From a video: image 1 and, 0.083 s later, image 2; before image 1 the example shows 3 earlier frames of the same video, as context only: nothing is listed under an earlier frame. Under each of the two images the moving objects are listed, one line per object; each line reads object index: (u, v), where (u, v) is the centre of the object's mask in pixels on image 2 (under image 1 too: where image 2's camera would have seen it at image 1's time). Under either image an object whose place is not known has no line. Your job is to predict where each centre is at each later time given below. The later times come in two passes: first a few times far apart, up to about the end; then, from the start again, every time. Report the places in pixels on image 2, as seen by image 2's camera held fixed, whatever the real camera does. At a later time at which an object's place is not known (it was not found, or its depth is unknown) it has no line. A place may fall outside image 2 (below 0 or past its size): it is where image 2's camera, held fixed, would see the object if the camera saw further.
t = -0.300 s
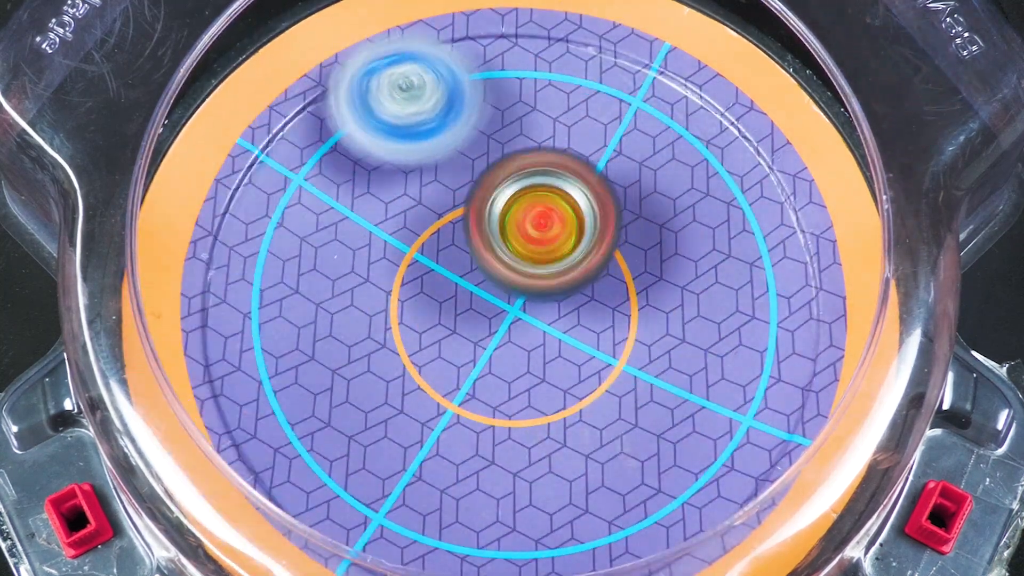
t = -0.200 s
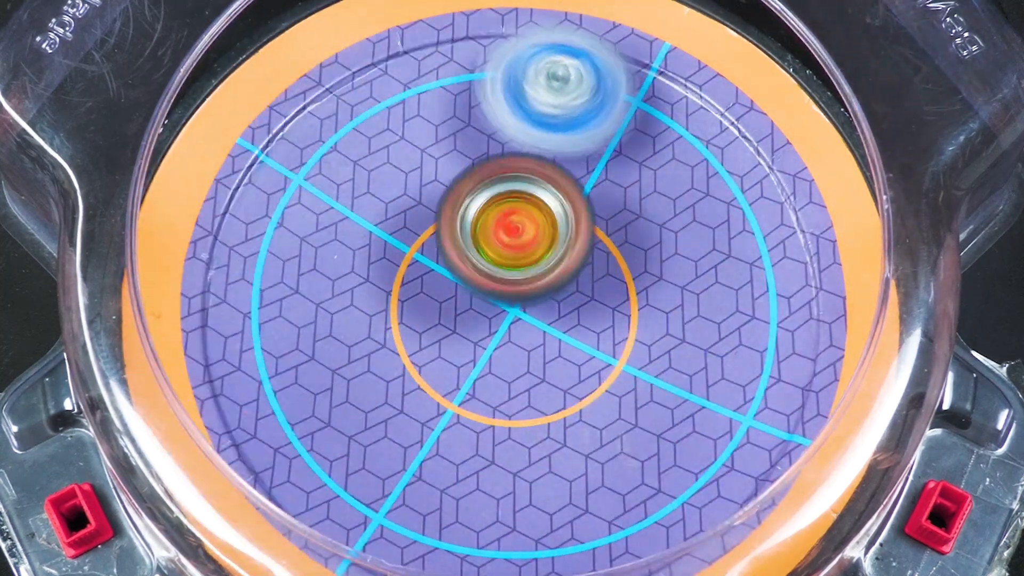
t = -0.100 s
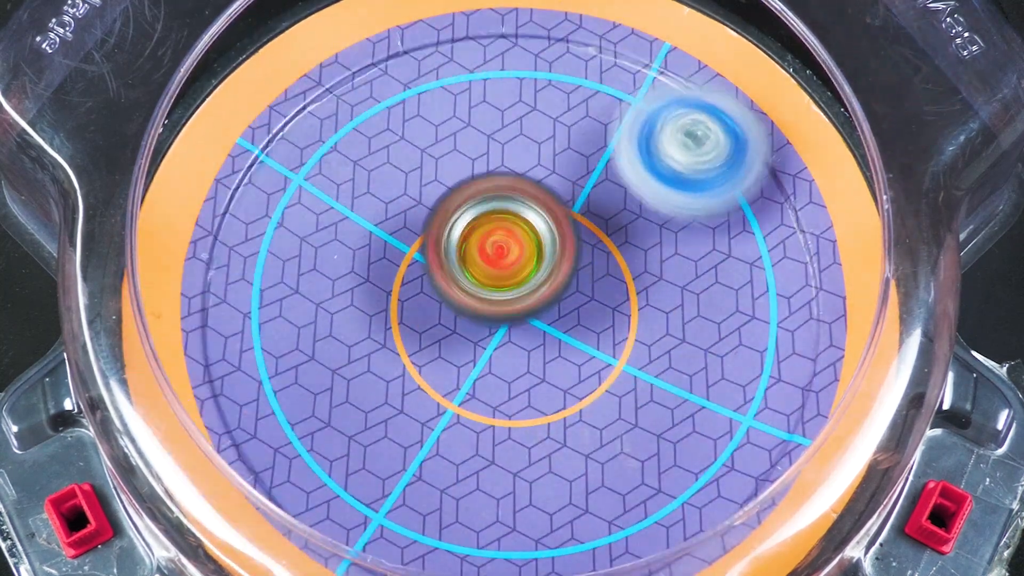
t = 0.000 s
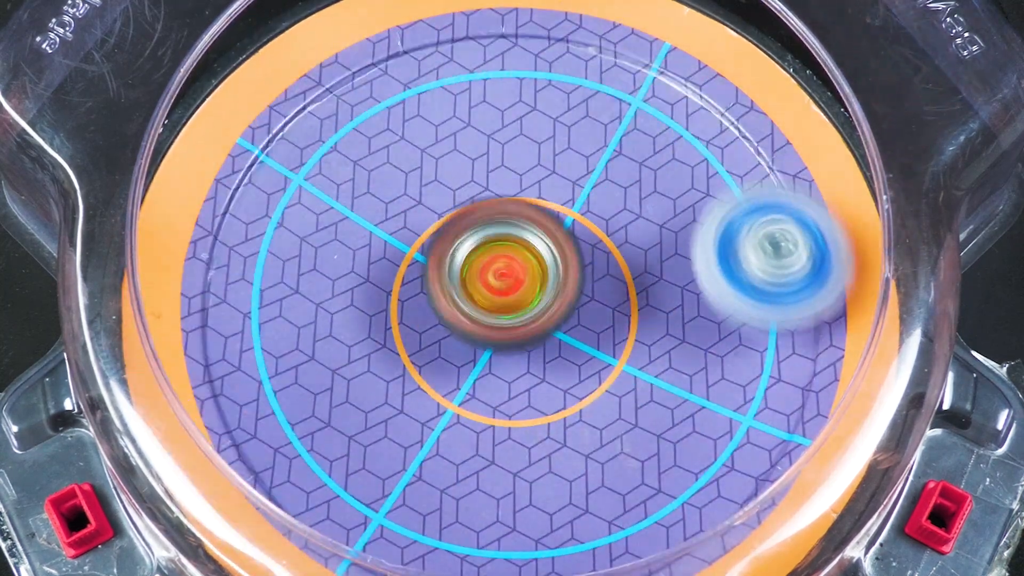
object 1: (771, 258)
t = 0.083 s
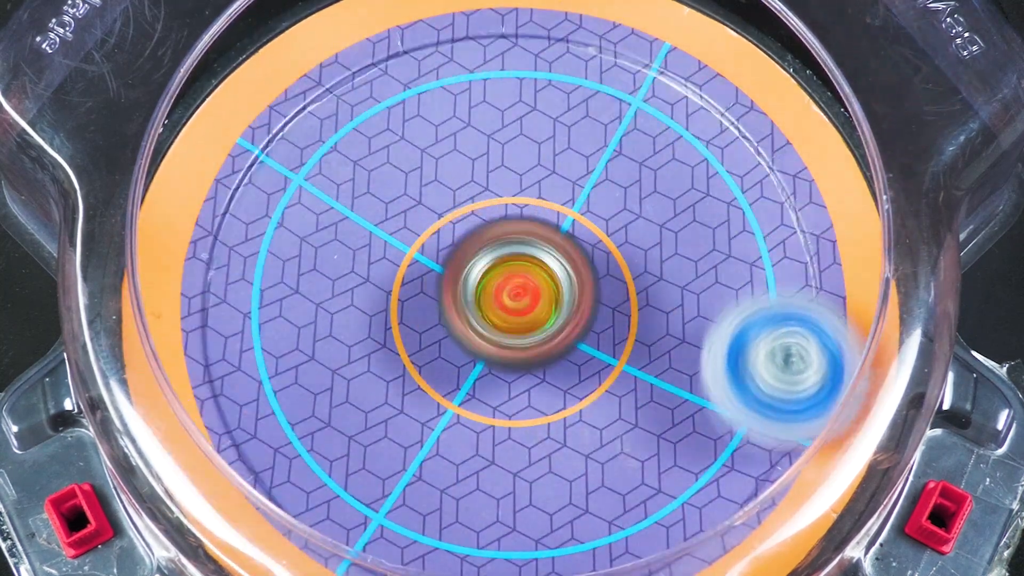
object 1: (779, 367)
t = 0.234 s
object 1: (642, 520)
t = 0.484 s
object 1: (318, 402)
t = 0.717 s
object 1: (408, 134)
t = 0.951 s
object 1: (682, 121)
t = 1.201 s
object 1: (738, 393)
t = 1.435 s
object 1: (439, 447)
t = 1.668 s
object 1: (288, 258)
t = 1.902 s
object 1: (259, 120)
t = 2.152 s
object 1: (402, 153)
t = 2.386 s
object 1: (481, 293)
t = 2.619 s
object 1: (358, 403)
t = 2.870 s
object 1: (267, 275)
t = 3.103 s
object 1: (504, 252)
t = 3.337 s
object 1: (725, 294)
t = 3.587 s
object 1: (743, 434)
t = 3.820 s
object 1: (558, 459)
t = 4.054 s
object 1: (492, 249)
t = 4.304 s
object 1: (605, 108)
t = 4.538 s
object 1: (730, 159)
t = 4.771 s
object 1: (638, 311)
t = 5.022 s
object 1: (776, 328)
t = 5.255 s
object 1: (716, 404)
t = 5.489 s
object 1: (523, 367)
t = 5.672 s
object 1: (452, 253)
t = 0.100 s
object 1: (770, 389)
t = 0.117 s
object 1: (760, 409)
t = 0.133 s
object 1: (748, 428)
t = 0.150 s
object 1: (742, 454)
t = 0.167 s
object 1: (724, 474)
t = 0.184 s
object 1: (705, 490)
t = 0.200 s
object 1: (686, 503)
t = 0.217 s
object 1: (666, 512)
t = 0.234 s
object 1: (642, 520)
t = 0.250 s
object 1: (619, 525)
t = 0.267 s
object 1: (592, 528)
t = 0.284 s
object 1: (564, 529)
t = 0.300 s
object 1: (536, 528)
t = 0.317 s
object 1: (511, 527)
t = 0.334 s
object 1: (485, 525)
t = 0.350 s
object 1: (461, 521)
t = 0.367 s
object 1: (436, 516)
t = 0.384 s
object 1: (412, 509)
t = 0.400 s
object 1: (388, 499)
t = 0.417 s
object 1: (370, 483)
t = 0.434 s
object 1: (353, 463)
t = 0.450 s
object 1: (338, 444)
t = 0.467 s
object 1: (327, 423)
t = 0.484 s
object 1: (318, 402)
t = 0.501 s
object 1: (311, 380)
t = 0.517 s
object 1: (306, 358)
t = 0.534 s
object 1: (304, 335)
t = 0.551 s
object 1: (304, 313)
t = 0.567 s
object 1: (307, 290)
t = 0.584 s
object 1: (311, 272)
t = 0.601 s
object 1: (318, 249)
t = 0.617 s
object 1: (327, 229)
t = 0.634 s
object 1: (336, 211)
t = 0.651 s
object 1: (347, 193)
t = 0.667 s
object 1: (360, 177)
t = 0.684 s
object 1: (376, 161)
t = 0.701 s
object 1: (390, 148)
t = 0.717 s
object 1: (408, 134)
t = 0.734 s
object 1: (424, 123)
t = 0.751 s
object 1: (443, 112)
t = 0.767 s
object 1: (462, 105)
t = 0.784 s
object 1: (482, 99)
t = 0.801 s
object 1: (502, 93)
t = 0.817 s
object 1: (522, 89)
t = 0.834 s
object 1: (542, 87)
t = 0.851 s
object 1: (561, 86)
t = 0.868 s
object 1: (582, 87)
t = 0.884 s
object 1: (604, 91)
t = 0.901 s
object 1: (624, 96)
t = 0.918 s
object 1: (644, 103)
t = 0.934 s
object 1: (663, 110)
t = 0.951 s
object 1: (682, 121)
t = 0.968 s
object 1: (700, 132)
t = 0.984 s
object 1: (715, 144)
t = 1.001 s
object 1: (730, 159)
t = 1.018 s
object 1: (743, 176)
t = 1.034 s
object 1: (754, 192)
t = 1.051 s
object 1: (763, 210)
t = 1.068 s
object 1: (770, 230)
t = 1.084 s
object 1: (774, 249)
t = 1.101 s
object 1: (777, 270)
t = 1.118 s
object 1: (777, 290)
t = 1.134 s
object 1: (774, 311)
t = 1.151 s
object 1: (769, 332)
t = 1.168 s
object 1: (762, 351)
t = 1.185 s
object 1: (752, 373)
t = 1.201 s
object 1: (738, 393)
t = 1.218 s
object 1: (722, 411)
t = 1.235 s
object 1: (705, 428)
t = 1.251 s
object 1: (685, 442)
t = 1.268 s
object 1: (665, 454)
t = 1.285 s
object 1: (641, 465)
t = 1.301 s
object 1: (619, 471)
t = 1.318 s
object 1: (595, 477)
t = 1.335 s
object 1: (571, 478)
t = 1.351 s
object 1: (549, 479)
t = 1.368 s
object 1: (525, 477)
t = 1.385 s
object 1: (503, 473)
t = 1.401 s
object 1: (481, 467)
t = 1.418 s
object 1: (459, 458)
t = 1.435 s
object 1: (439, 447)
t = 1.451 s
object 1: (420, 436)
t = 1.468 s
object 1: (403, 422)
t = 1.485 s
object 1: (387, 406)
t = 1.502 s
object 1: (374, 391)
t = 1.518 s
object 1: (362, 376)
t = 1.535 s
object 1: (352, 359)
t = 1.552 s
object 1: (343, 341)
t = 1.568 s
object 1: (338, 323)
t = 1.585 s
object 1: (327, 311)
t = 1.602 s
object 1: (315, 302)
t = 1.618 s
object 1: (306, 293)
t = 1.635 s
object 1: (298, 282)
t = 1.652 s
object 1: (291, 271)
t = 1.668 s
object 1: (288, 258)
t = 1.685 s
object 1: (290, 244)
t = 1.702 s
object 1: (293, 232)
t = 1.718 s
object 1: (296, 219)
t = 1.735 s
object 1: (302, 203)
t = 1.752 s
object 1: (309, 190)
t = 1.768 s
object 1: (318, 176)
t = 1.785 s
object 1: (327, 163)
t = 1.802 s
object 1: (324, 154)
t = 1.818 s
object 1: (303, 143)
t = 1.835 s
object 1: (282, 135)
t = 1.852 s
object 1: (266, 127)
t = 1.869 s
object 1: (260, 121)
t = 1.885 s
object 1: (260, 119)
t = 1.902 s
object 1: (259, 120)
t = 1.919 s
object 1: (259, 122)
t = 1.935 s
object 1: (263, 120)
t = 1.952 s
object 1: (268, 121)
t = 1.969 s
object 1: (276, 124)
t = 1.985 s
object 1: (287, 127)
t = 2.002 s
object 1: (295, 130)
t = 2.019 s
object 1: (306, 132)
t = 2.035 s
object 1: (317, 135)
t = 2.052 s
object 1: (328, 136)
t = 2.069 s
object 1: (341, 139)
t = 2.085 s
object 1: (351, 141)
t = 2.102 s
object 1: (363, 143)
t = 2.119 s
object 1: (377, 146)
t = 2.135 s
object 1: (389, 149)
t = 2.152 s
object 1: (402, 153)
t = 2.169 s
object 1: (413, 157)
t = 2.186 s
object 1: (425, 161)
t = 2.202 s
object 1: (435, 167)
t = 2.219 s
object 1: (444, 175)
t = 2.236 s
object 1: (454, 184)
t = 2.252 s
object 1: (462, 195)
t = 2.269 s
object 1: (468, 205)
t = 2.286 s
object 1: (475, 215)
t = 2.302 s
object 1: (478, 227)
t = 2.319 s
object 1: (482, 241)
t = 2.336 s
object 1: (483, 254)
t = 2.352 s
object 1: (484, 268)
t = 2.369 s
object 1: (484, 281)
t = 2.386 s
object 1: (481, 293)
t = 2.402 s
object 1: (478, 307)
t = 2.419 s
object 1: (474, 320)
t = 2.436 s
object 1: (468, 332)
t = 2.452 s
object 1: (461, 343)
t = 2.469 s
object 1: (452, 354)
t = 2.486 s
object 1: (445, 363)
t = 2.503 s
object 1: (436, 374)
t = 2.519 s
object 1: (425, 381)
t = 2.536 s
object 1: (415, 388)
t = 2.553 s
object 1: (404, 393)
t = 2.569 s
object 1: (393, 397)
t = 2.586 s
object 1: (382, 401)
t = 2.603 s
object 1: (370, 402)
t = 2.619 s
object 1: (358, 403)
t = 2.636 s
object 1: (347, 403)
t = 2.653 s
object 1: (336, 400)
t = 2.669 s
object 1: (324, 397)
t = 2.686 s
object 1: (309, 392)
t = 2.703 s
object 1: (290, 387)
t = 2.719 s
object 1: (276, 379)
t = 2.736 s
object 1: (264, 371)
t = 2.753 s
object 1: (255, 359)
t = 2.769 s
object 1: (250, 349)
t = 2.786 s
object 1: (246, 338)
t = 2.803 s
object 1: (245, 325)
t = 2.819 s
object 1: (247, 312)
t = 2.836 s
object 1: (252, 298)
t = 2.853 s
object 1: (259, 288)
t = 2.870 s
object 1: (267, 275)
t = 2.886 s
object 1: (280, 265)
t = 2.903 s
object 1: (291, 256)
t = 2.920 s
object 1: (306, 247)
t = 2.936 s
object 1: (322, 240)
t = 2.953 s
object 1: (340, 234)
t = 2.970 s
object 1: (357, 230)
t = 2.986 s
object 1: (377, 228)
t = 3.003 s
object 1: (395, 227)
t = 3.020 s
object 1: (415, 228)
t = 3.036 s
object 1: (433, 230)
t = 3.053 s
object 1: (451, 233)
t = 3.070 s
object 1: (469, 238)
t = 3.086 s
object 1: (485, 243)
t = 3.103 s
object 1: (504, 252)
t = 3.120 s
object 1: (520, 258)
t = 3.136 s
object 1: (535, 268)
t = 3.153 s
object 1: (548, 274)
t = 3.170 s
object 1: (563, 283)
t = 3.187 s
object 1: (584, 280)
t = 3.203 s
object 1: (607, 280)
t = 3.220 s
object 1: (626, 277)
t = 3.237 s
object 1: (645, 277)
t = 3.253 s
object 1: (662, 276)
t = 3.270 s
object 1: (678, 279)
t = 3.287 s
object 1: (691, 280)
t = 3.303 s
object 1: (703, 284)
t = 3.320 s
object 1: (715, 288)
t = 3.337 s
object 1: (725, 294)
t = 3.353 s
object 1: (734, 300)
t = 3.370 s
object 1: (740, 308)
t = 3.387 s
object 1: (748, 316)
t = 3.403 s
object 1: (753, 326)
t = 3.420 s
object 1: (759, 335)
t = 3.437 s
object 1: (762, 345)
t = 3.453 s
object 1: (766, 355)
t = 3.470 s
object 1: (765, 366)
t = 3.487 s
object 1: (766, 377)
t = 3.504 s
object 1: (764, 386)
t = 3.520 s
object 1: (763, 397)
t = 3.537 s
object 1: (759, 406)
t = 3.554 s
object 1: (754, 416)
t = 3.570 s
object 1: (750, 423)
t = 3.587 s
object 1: (743, 434)
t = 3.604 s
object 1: (745, 448)
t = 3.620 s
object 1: (737, 459)
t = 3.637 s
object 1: (730, 470)
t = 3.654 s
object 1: (717, 480)
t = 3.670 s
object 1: (705, 487)
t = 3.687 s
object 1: (690, 491)
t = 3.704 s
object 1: (675, 496)
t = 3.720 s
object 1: (659, 497)
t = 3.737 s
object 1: (638, 492)
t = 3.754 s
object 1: (622, 491)
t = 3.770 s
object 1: (605, 488)
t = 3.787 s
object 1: (587, 479)
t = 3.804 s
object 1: (572, 470)
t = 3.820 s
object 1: (558, 459)
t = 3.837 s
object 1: (543, 447)
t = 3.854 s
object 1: (532, 431)
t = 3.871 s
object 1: (522, 417)
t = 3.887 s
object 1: (512, 403)
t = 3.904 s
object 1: (503, 386)
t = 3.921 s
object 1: (498, 370)
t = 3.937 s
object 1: (495, 354)
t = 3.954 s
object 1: (491, 339)
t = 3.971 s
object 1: (488, 322)
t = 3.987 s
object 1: (487, 306)
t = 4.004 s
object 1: (487, 292)
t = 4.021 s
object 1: (489, 276)
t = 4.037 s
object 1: (491, 263)
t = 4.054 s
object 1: (492, 249)
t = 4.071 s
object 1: (497, 235)
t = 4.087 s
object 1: (501, 220)
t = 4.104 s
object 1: (506, 209)
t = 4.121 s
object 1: (510, 196)
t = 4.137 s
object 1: (515, 183)
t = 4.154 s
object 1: (524, 175)
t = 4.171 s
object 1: (531, 165)
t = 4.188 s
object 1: (541, 157)
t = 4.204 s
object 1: (549, 148)
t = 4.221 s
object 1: (557, 141)
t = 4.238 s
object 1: (566, 133)
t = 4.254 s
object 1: (574, 124)
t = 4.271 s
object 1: (585, 118)
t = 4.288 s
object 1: (594, 112)
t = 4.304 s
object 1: (605, 108)
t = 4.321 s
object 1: (615, 104)
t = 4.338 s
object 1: (625, 101)
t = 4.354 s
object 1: (635, 100)
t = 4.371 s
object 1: (646, 98)
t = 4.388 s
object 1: (657, 100)
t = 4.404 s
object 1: (667, 100)
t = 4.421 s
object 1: (678, 102)
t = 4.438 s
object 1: (689, 106)
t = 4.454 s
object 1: (699, 110)
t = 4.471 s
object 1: (708, 116)
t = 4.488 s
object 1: (716, 125)
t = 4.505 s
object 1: (722, 136)
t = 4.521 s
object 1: (726, 146)
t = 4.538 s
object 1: (730, 159)
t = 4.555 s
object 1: (730, 172)
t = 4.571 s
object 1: (728, 188)
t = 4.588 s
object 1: (726, 203)
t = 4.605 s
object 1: (720, 217)
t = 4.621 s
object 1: (713, 233)
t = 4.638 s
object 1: (703, 245)
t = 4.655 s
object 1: (692, 259)
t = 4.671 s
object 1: (679, 270)
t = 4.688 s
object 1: (665, 280)
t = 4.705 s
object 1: (653, 289)
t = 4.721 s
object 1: (651, 295)
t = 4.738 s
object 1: (648, 300)
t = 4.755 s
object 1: (645, 305)
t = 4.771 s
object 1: (638, 311)
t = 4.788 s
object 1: (629, 316)
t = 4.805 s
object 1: (618, 318)
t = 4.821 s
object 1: (606, 321)
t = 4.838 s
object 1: (591, 323)
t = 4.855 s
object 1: (578, 323)
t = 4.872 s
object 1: (561, 324)
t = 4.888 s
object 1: (574, 322)
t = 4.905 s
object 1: (607, 322)
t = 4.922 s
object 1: (641, 325)
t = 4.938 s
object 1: (672, 327)
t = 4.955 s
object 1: (700, 327)
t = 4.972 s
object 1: (724, 327)
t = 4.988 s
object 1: (745, 327)
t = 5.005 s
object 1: (763, 328)
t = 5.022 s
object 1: (776, 328)
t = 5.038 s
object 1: (788, 330)
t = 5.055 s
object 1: (793, 333)
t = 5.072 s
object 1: (796, 335)
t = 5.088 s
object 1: (794, 339)
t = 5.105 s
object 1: (792, 342)
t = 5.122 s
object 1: (788, 348)
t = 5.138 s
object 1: (782, 354)
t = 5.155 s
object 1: (776, 361)
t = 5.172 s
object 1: (768, 367)
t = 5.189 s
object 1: (761, 376)
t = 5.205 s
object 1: (752, 385)
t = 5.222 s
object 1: (740, 392)
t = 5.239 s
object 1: (728, 399)
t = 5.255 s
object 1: (716, 404)
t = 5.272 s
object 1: (702, 411)
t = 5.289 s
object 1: (687, 416)
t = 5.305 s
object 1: (674, 418)
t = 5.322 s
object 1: (659, 419)
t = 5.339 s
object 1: (645, 419)
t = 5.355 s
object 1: (628, 418)
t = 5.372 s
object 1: (614, 415)
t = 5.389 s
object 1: (599, 413)
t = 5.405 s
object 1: (585, 407)
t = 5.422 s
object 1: (573, 401)
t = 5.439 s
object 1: (558, 393)
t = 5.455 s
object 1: (547, 384)
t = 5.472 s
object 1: (534, 376)
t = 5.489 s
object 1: (523, 367)
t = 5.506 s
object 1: (514, 358)
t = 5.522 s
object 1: (505, 349)
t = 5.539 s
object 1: (498, 339)
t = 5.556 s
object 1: (487, 328)
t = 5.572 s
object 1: (480, 317)
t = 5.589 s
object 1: (474, 306)
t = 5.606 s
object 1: (468, 296)
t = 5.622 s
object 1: (463, 286)
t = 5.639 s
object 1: (459, 273)
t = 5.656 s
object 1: (455, 264)
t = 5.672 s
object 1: (452, 253)
